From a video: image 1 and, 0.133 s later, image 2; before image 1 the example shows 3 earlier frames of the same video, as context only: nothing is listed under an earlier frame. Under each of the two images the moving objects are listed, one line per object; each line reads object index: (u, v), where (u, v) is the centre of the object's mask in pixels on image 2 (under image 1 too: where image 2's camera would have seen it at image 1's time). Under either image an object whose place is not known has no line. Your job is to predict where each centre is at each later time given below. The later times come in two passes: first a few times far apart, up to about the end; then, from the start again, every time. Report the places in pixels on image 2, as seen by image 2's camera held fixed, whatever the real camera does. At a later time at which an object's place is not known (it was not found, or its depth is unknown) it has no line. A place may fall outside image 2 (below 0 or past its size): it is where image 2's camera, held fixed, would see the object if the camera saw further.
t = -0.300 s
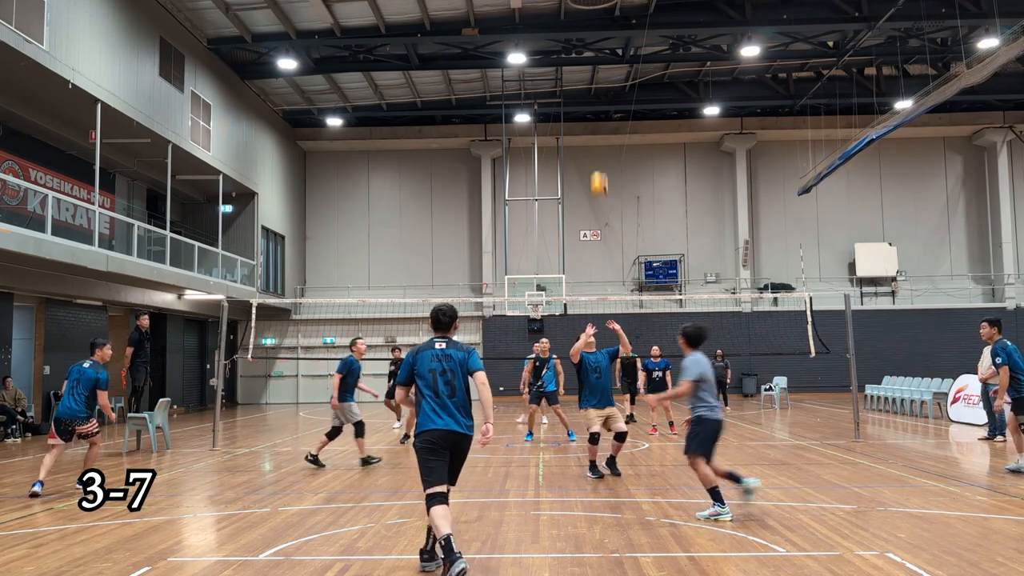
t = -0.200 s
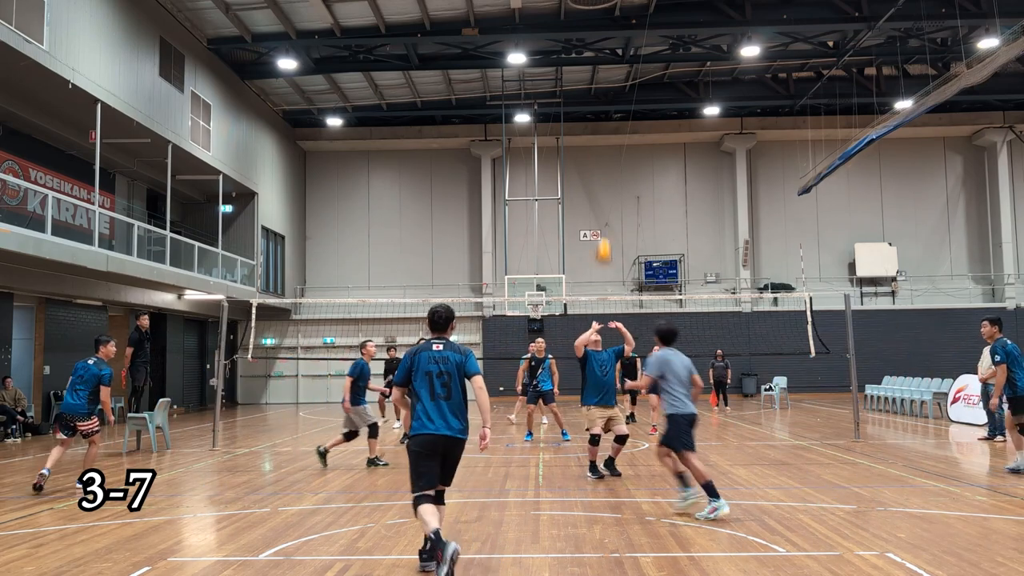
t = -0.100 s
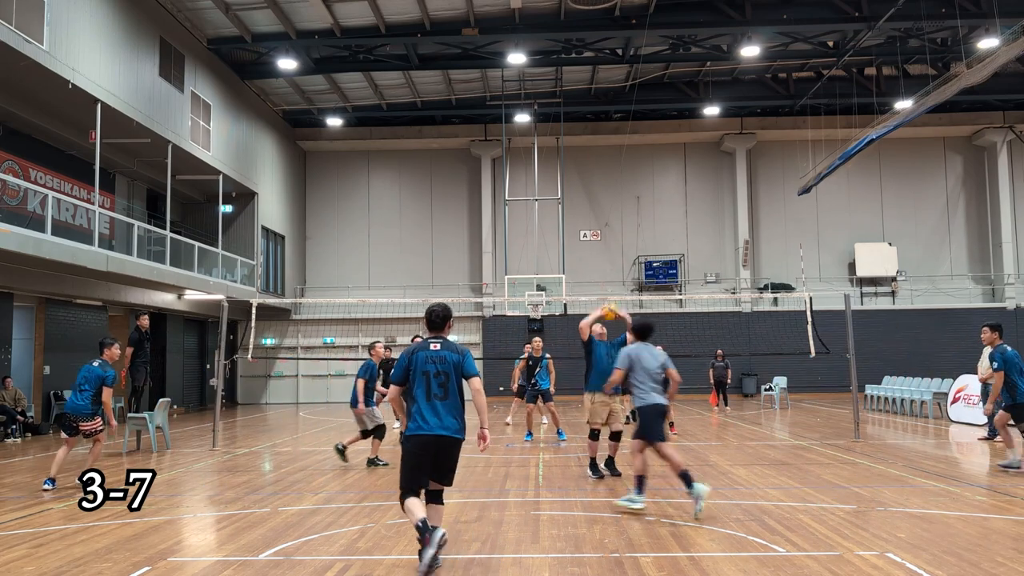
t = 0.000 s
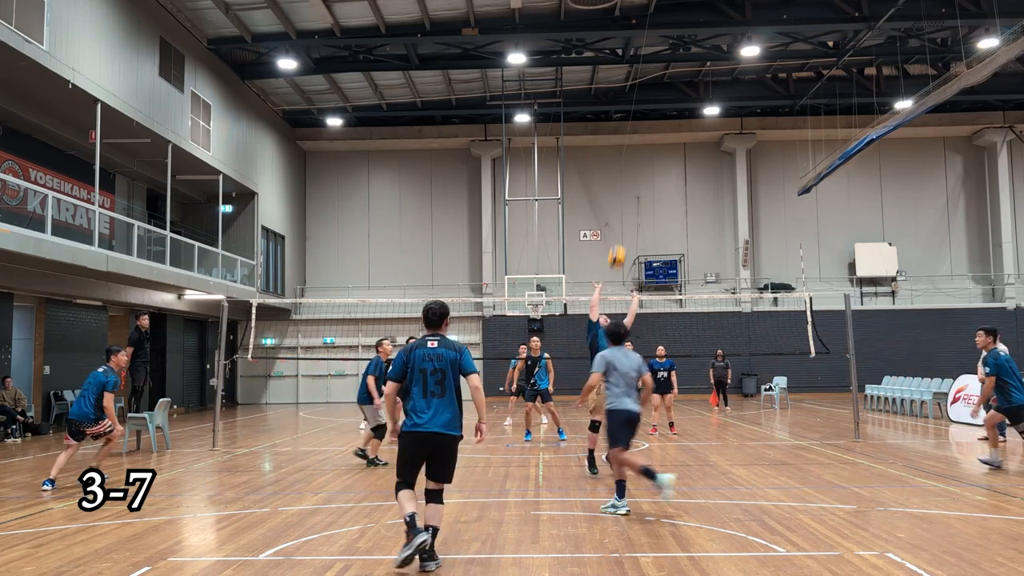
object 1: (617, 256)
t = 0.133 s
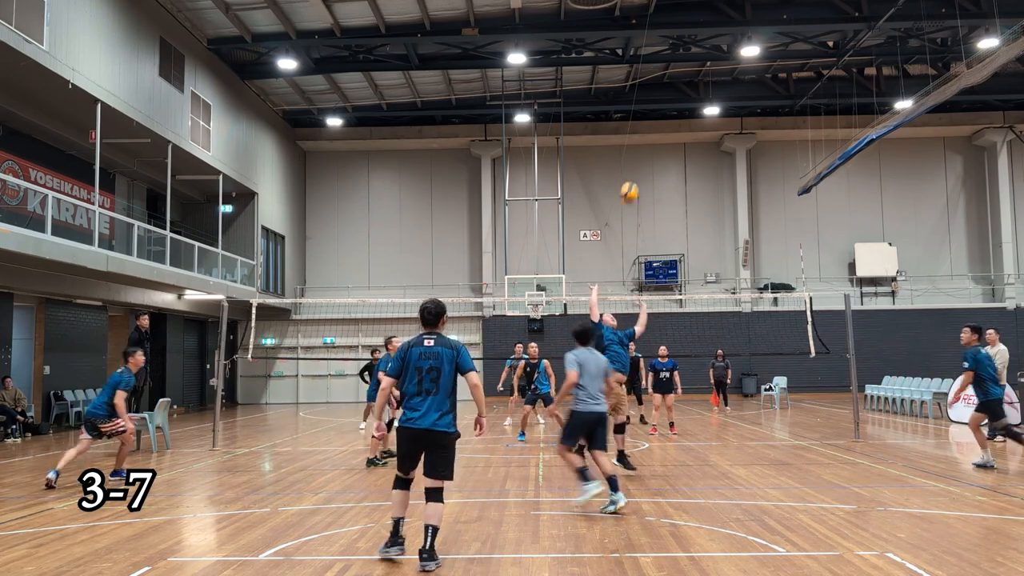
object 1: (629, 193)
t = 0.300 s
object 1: (644, 136)
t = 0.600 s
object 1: (669, 91)
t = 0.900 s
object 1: (694, 114)
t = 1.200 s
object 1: (720, 203)
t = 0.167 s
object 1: (632, 179)
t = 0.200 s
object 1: (635, 167)
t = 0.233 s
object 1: (638, 155)
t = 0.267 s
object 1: (640, 145)
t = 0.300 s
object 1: (644, 136)
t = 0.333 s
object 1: (646, 127)
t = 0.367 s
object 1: (649, 120)
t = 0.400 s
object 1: (652, 112)
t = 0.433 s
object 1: (655, 107)
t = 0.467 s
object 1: (658, 102)
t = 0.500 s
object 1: (660, 98)
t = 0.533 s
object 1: (663, 95)
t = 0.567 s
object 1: (666, 93)
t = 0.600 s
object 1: (669, 91)
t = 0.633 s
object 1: (672, 90)
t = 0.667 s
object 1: (674, 90)
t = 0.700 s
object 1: (677, 91)
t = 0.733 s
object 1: (680, 93)
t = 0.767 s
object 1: (683, 95)
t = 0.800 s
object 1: (686, 99)
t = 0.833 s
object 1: (689, 103)
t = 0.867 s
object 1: (692, 108)
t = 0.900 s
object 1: (694, 114)
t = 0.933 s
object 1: (697, 121)
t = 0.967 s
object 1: (700, 129)
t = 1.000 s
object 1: (703, 137)
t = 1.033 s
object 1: (706, 146)
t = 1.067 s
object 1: (709, 156)
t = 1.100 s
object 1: (712, 167)
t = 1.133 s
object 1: (715, 178)
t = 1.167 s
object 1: (718, 190)
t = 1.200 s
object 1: (720, 203)
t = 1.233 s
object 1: (724, 217)
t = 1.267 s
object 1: (726, 232)
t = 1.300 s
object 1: (728, 247)
